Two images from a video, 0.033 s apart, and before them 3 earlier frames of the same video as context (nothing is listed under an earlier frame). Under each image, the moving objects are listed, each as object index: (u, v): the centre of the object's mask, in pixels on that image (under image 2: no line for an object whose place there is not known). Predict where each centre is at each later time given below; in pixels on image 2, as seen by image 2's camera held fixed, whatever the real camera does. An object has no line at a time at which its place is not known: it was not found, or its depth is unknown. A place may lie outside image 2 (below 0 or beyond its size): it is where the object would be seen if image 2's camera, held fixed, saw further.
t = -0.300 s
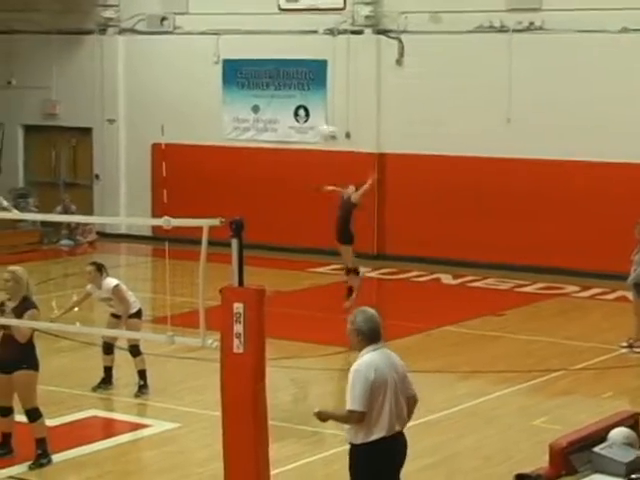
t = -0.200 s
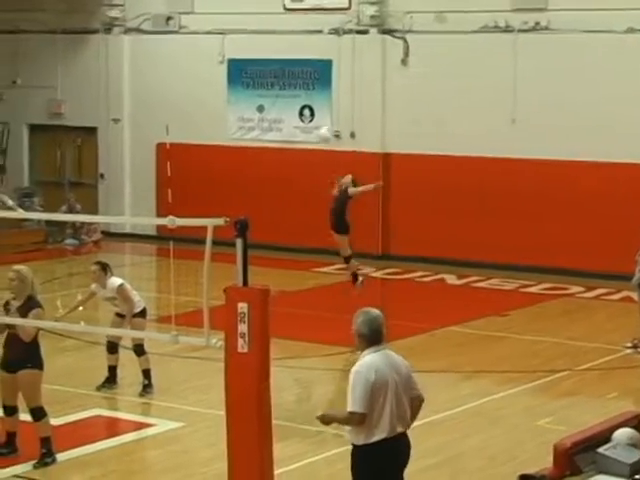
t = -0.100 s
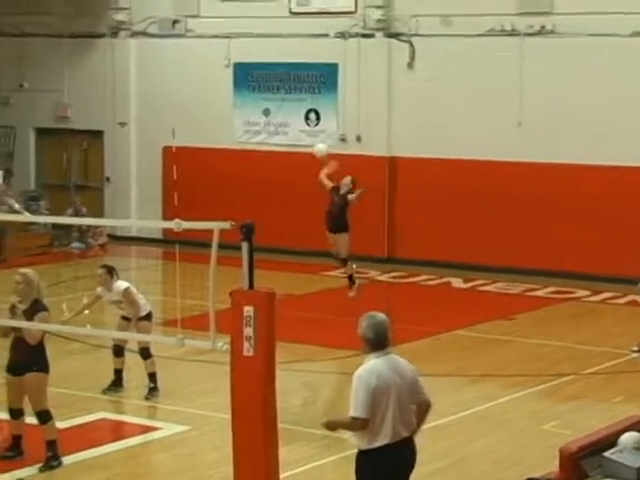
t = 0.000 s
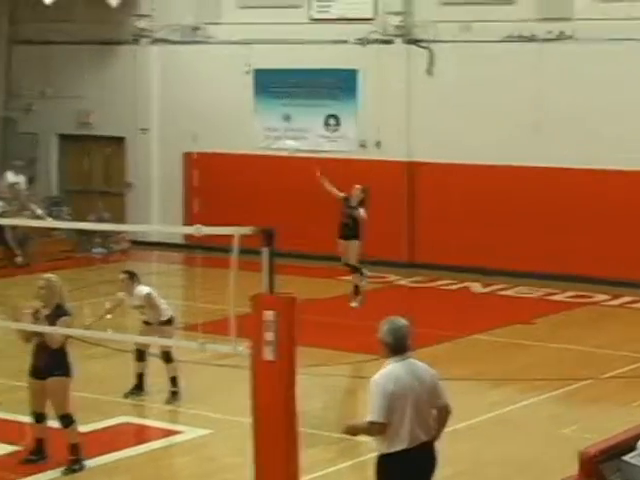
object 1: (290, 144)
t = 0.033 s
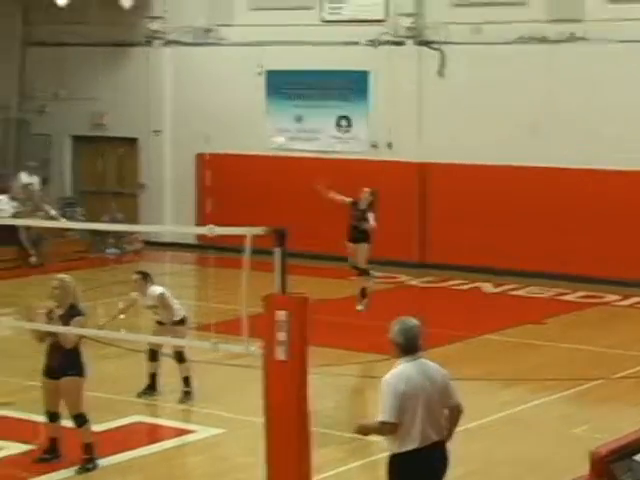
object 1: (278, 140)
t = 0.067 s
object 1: (256, 136)
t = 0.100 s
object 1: (230, 135)
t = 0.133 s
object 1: (205, 133)
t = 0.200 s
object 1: (151, 132)
